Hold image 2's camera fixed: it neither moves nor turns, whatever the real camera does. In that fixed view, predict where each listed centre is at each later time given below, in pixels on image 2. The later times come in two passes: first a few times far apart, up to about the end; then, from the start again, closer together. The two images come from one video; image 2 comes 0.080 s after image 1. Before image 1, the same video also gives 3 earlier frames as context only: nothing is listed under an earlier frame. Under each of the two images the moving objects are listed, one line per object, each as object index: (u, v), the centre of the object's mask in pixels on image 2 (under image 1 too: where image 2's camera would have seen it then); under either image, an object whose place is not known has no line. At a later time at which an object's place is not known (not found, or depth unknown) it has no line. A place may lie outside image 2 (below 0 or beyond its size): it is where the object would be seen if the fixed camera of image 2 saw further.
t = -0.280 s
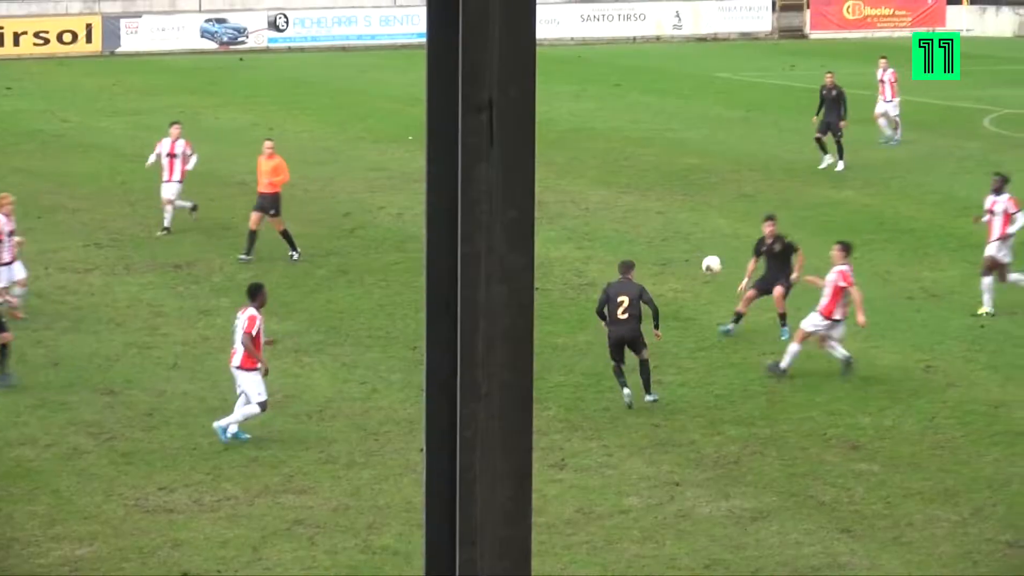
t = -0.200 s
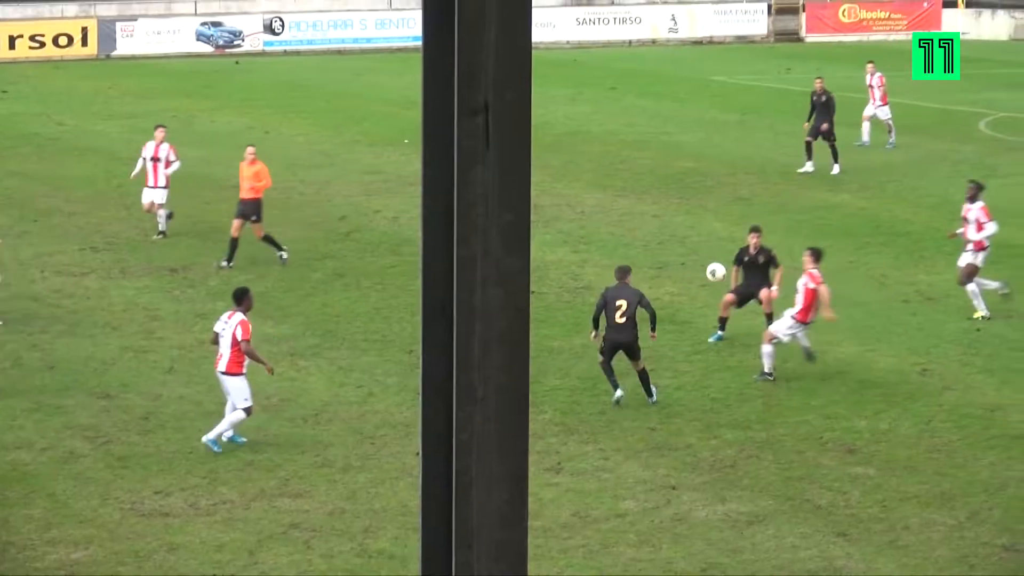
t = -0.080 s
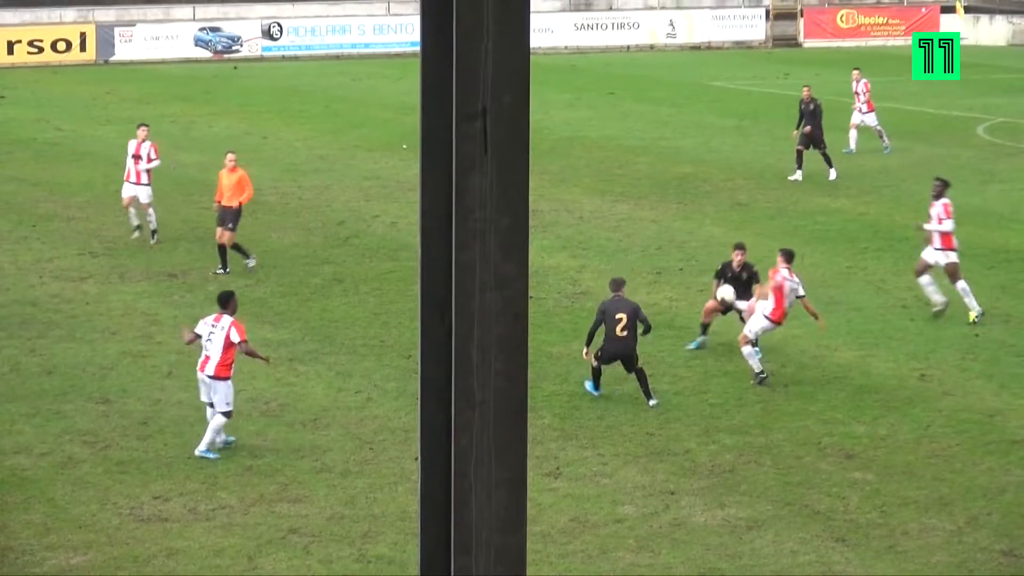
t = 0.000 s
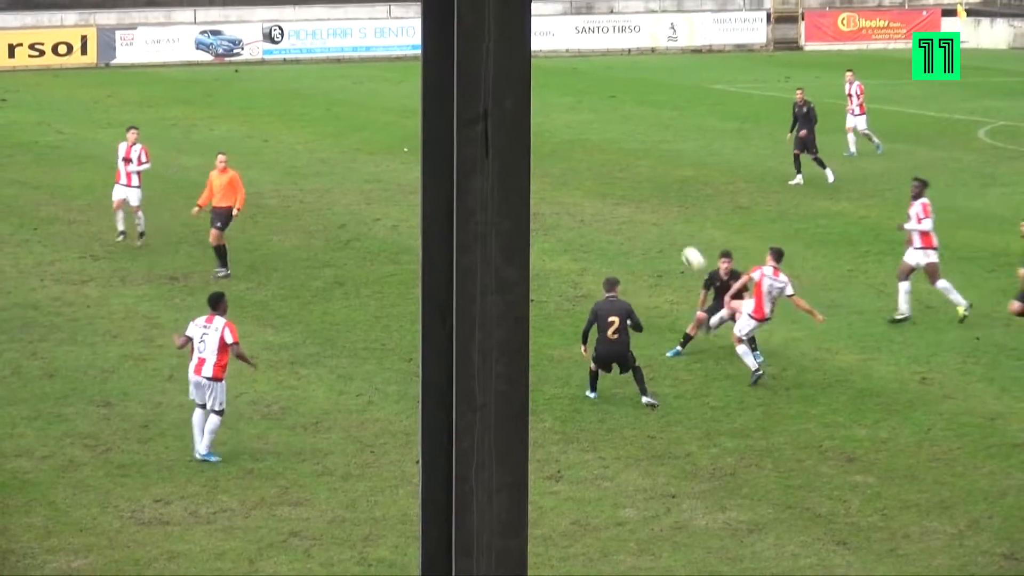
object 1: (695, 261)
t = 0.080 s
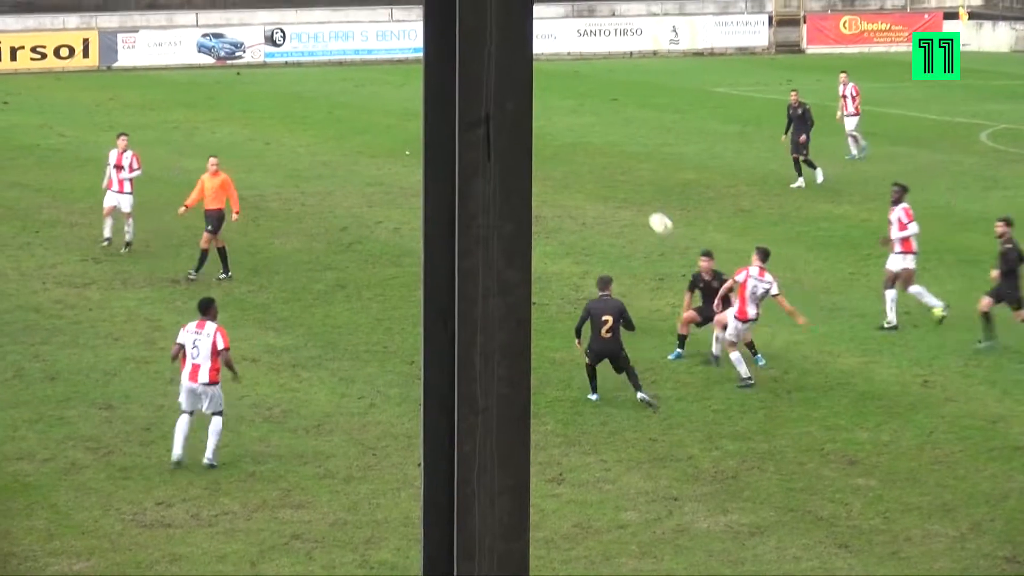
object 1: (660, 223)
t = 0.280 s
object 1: (575, 152)
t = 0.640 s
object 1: (418, 108)
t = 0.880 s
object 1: (317, 142)
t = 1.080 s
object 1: (230, 219)
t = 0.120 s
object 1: (643, 207)
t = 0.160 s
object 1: (626, 192)
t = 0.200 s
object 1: (609, 177)
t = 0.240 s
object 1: (591, 164)
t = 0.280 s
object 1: (575, 152)
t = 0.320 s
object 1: (558, 142)
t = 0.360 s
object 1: (542, 134)
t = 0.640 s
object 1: (418, 108)
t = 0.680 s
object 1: (404, 109)
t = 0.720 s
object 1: (386, 114)
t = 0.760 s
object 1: (369, 118)
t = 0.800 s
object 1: (351, 125)
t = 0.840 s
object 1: (334, 133)
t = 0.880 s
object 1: (317, 142)
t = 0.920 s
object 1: (300, 155)
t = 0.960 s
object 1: (283, 168)
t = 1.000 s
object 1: (265, 183)
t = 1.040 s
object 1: (248, 200)
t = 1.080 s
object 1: (230, 219)
